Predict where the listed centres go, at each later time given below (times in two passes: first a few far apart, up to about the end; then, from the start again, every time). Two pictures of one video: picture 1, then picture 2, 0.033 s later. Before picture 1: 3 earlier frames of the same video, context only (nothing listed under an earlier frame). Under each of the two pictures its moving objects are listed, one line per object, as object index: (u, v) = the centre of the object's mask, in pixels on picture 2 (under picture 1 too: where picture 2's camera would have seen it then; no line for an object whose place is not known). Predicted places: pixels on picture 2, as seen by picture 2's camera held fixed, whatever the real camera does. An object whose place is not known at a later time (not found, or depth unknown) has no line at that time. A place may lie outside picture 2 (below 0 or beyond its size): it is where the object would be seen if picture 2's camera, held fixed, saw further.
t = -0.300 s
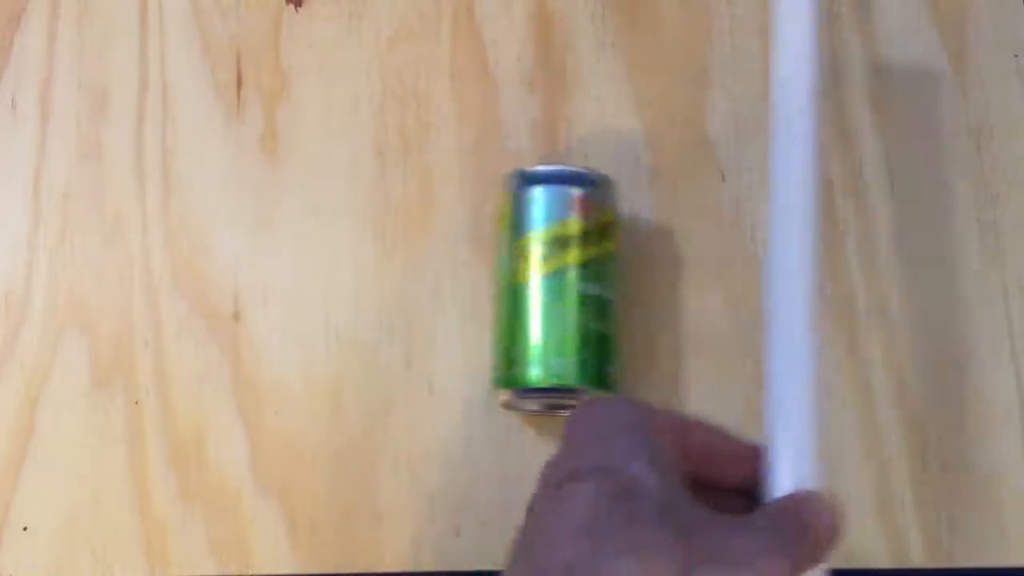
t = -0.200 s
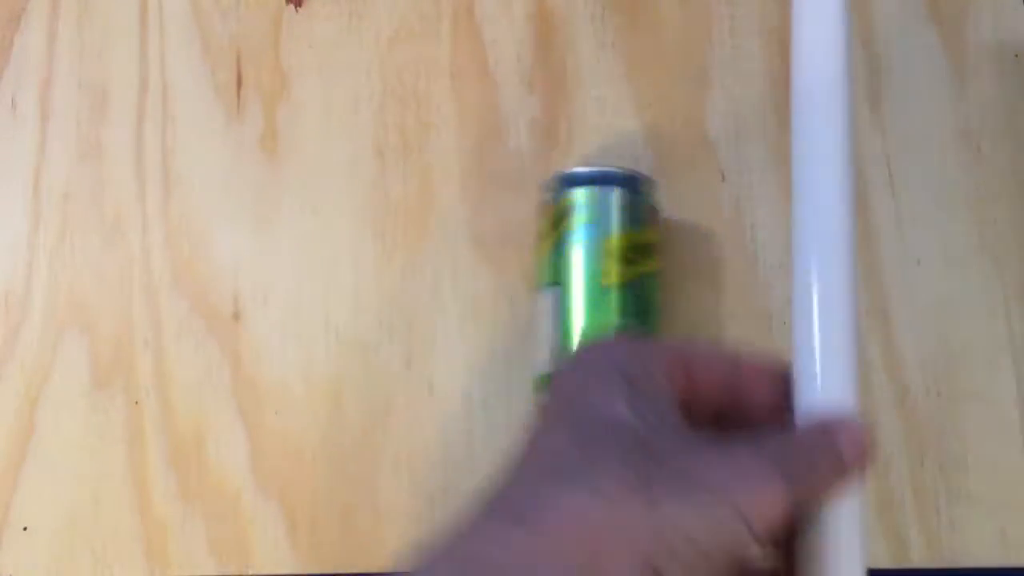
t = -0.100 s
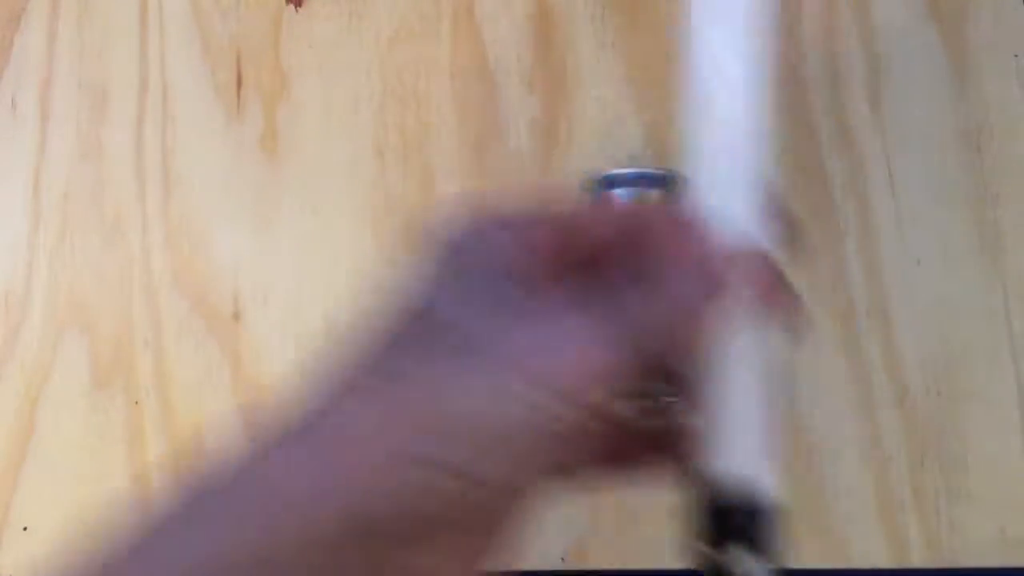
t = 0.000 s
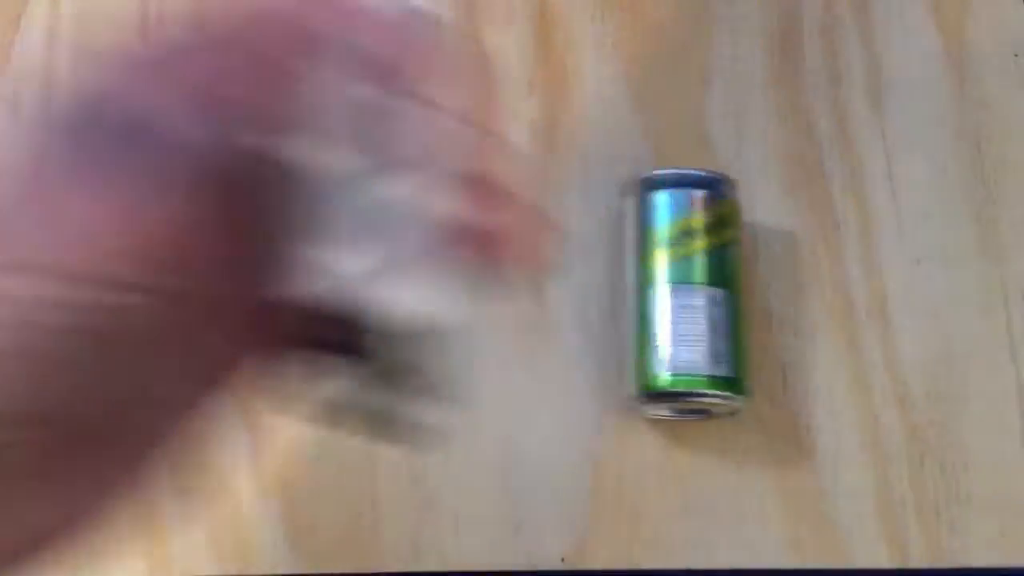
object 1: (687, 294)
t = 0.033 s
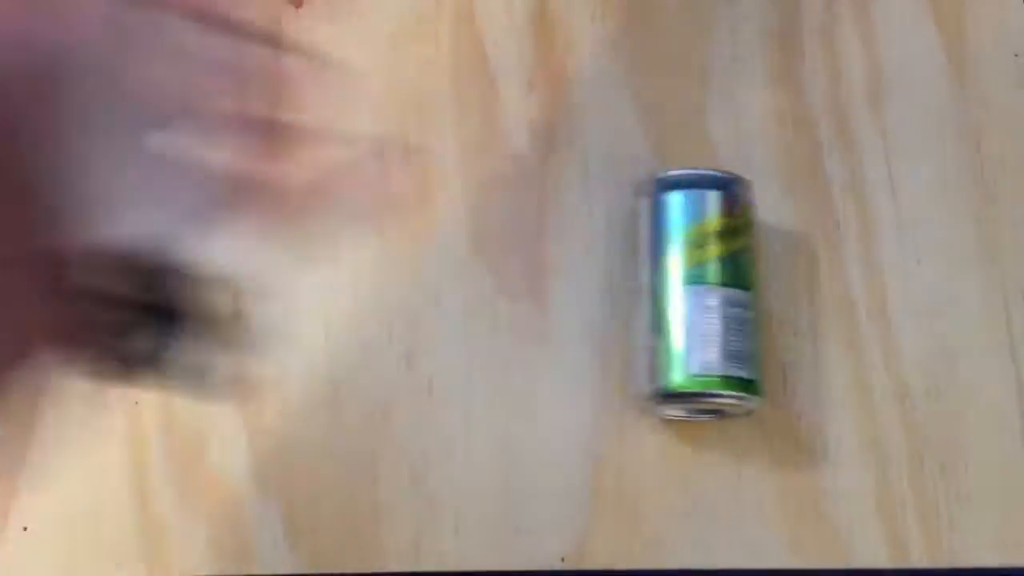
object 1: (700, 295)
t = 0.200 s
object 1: (765, 296)
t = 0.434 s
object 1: (854, 300)
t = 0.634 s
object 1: (926, 303)
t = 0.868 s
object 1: (982, 301)
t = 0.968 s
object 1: (999, 298)
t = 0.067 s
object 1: (711, 295)
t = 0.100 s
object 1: (724, 295)
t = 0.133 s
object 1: (737, 295)
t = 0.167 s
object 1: (751, 296)
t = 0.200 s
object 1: (765, 296)
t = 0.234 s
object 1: (779, 297)
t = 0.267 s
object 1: (790, 298)
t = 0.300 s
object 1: (803, 299)
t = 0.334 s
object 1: (816, 300)
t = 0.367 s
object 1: (829, 301)
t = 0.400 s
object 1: (842, 300)
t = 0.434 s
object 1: (854, 300)
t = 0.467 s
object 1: (867, 301)
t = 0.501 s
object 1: (879, 302)
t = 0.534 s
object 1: (891, 302)
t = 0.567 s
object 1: (904, 302)
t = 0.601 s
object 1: (915, 303)
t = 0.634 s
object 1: (926, 303)
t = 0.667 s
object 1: (937, 303)
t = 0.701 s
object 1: (949, 303)
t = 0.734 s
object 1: (959, 301)
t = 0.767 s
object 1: (965, 301)
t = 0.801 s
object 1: (971, 301)
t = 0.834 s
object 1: (976, 300)
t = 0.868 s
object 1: (982, 301)
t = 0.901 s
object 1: (988, 300)
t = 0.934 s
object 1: (993, 297)
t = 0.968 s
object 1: (999, 298)
